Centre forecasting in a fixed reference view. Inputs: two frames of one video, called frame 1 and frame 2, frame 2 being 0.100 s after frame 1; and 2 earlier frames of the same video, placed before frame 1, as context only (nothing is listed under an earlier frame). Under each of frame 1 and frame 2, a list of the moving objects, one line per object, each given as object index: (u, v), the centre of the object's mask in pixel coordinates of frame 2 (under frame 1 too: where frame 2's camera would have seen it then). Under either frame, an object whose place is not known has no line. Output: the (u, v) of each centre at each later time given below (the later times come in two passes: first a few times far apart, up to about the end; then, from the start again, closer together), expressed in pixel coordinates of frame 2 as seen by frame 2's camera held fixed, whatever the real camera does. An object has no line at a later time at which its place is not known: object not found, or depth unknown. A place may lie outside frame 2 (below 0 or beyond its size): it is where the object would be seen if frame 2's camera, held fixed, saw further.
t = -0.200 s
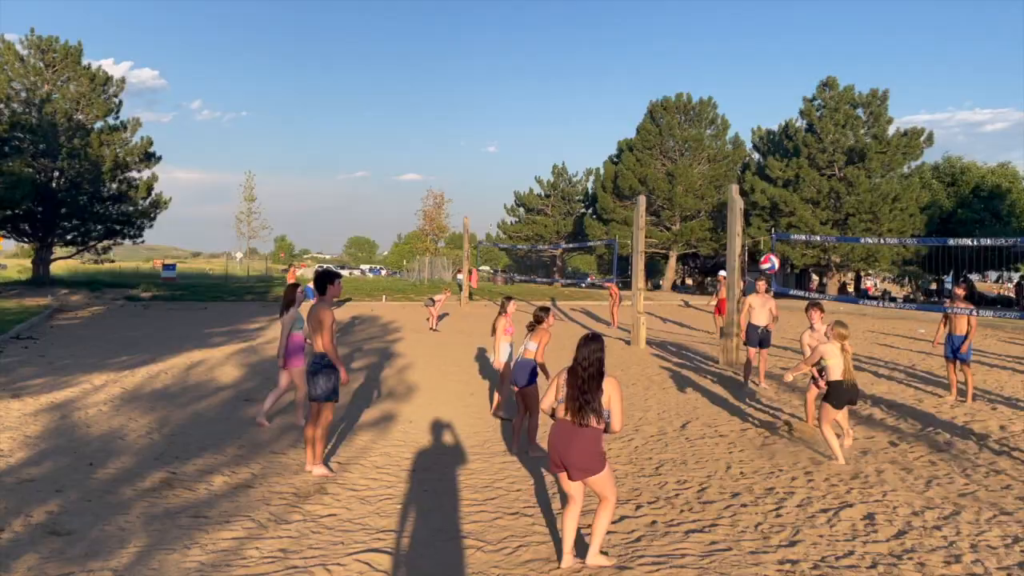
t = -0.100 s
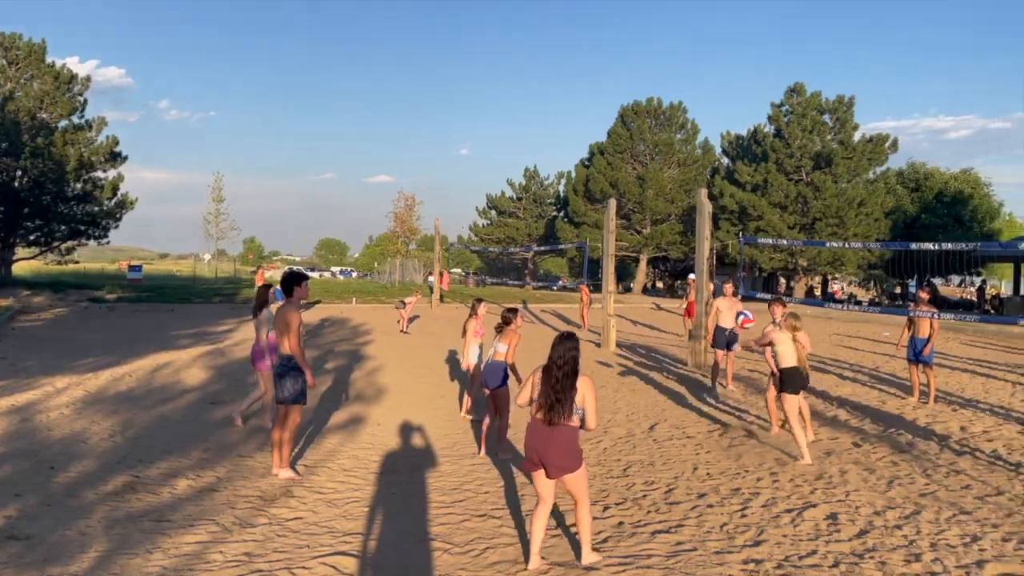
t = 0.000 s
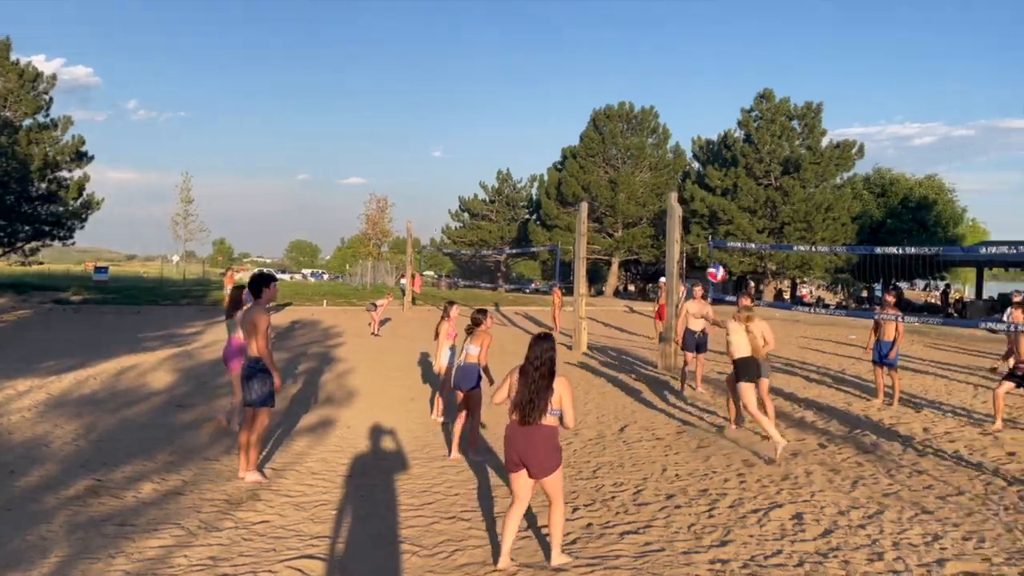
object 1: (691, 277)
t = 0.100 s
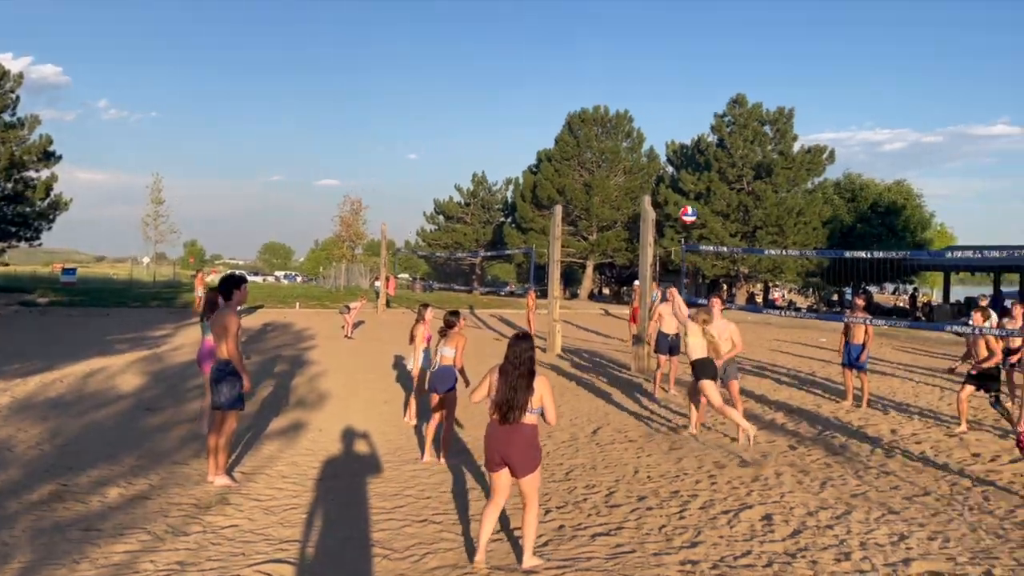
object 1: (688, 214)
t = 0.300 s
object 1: (683, 126)
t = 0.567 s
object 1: (679, 69)
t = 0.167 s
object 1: (685, 180)
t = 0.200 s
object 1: (685, 164)
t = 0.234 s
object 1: (683, 149)
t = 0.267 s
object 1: (682, 137)
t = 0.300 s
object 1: (683, 126)
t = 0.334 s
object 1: (682, 115)
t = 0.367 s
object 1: (682, 106)
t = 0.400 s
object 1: (682, 97)
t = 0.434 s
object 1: (682, 89)
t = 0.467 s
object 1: (681, 83)
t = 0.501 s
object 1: (680, 77)
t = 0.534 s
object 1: (680, 73)
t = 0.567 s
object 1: (679, 69)
